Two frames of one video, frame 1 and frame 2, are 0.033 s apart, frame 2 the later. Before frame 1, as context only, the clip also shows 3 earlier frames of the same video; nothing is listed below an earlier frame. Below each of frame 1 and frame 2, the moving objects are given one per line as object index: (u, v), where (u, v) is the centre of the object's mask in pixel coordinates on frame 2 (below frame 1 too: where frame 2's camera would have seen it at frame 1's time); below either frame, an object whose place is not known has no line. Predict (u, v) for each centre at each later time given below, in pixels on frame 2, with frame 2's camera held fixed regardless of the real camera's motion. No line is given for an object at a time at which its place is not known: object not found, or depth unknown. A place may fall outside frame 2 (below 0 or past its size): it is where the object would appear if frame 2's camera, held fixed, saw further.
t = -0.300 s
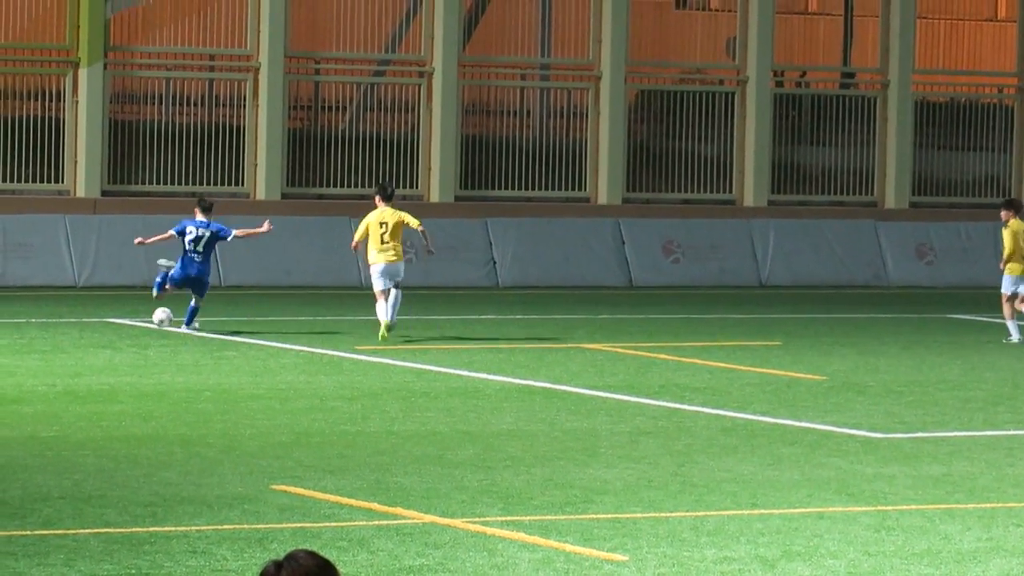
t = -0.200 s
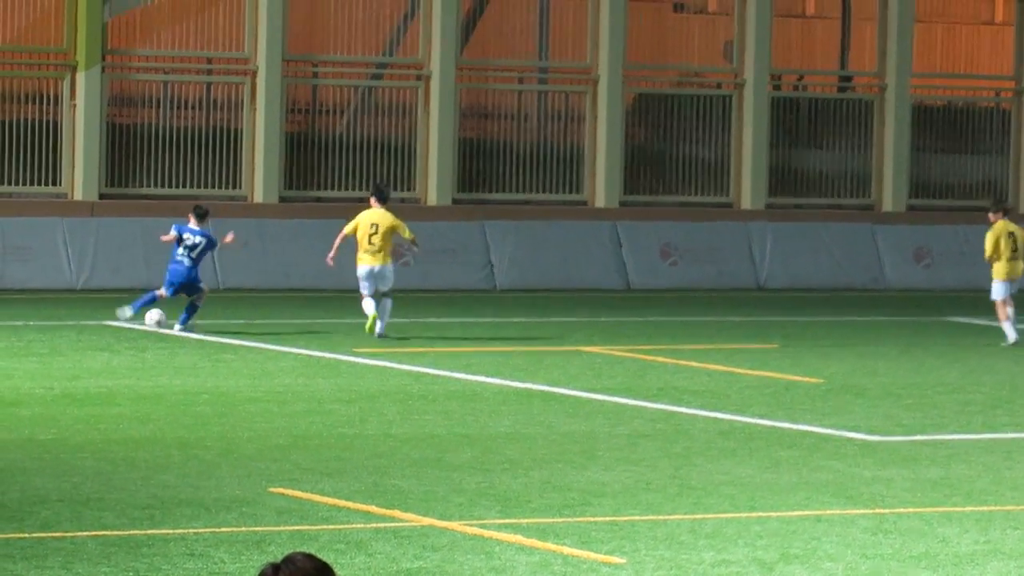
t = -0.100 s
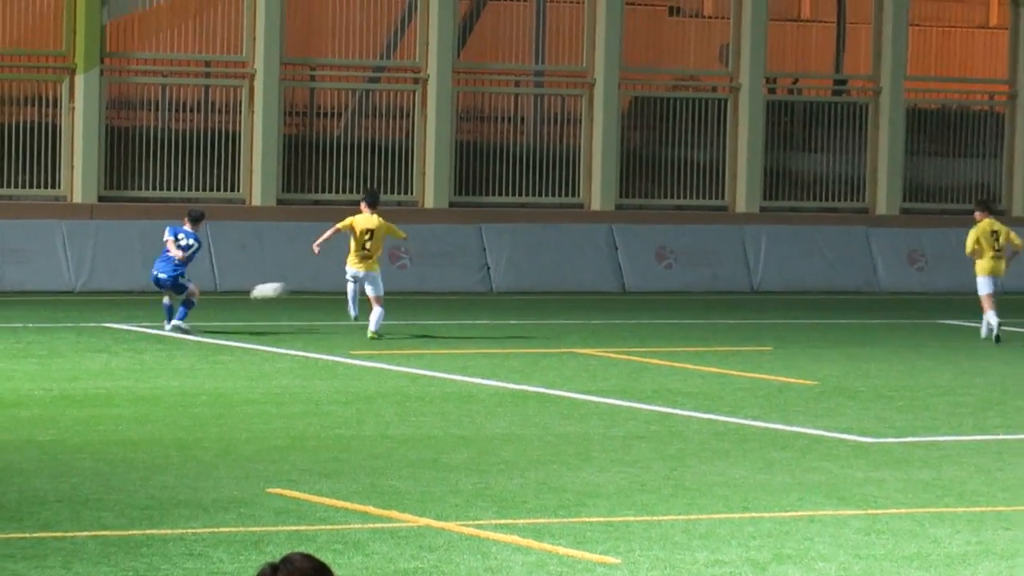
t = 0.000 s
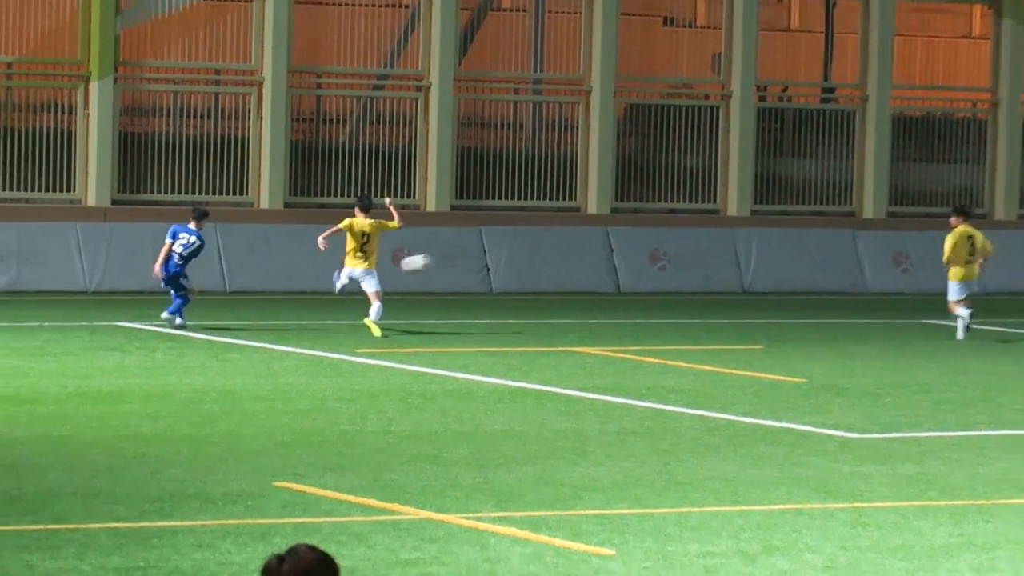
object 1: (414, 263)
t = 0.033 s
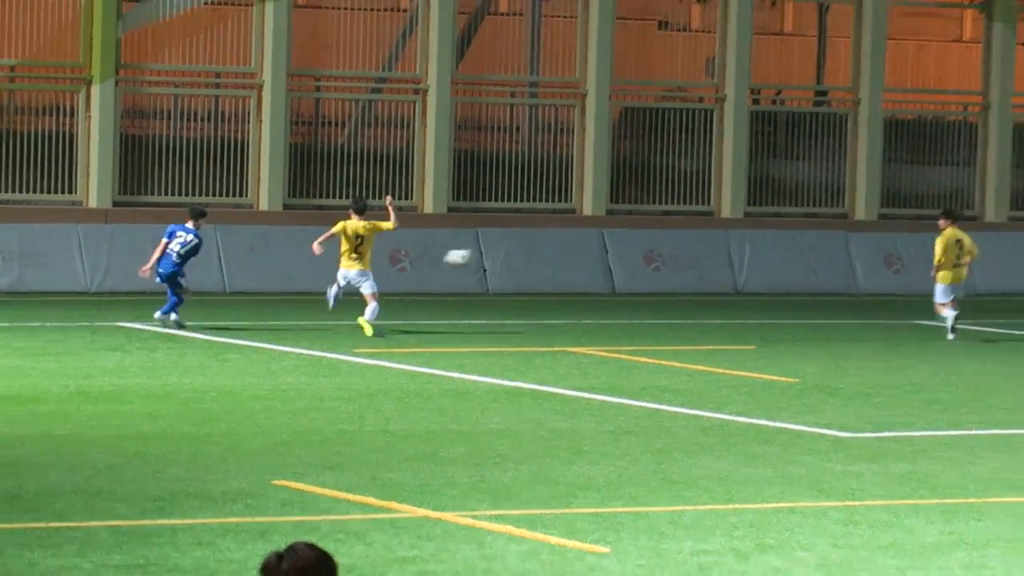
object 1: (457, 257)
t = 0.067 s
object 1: (500, 248)
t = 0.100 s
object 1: (538, 243)
